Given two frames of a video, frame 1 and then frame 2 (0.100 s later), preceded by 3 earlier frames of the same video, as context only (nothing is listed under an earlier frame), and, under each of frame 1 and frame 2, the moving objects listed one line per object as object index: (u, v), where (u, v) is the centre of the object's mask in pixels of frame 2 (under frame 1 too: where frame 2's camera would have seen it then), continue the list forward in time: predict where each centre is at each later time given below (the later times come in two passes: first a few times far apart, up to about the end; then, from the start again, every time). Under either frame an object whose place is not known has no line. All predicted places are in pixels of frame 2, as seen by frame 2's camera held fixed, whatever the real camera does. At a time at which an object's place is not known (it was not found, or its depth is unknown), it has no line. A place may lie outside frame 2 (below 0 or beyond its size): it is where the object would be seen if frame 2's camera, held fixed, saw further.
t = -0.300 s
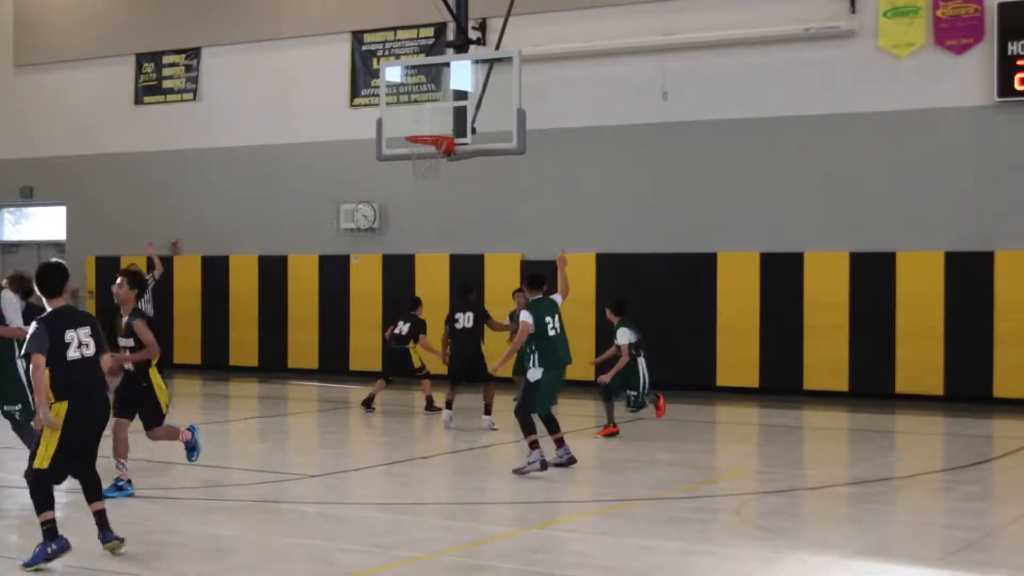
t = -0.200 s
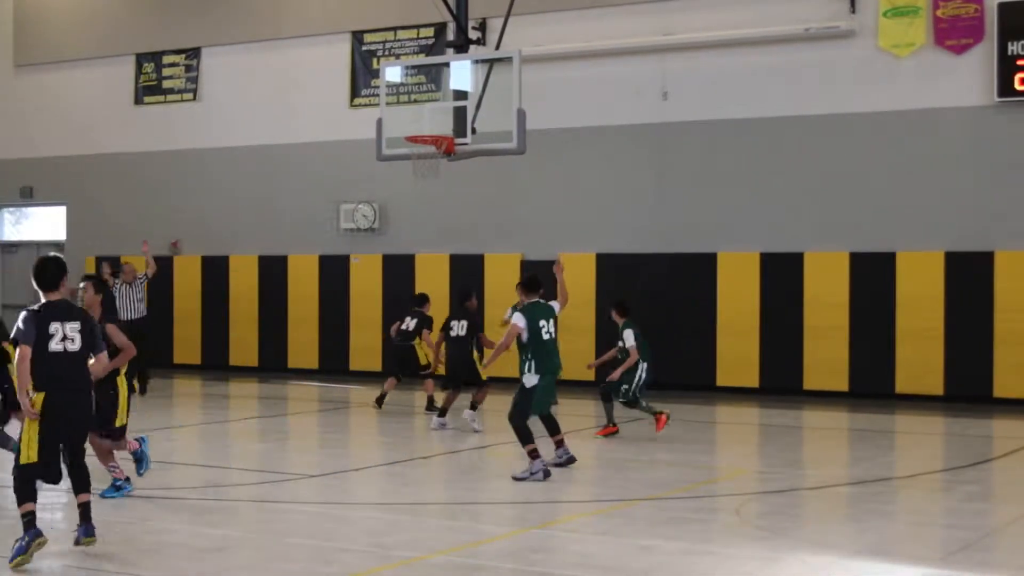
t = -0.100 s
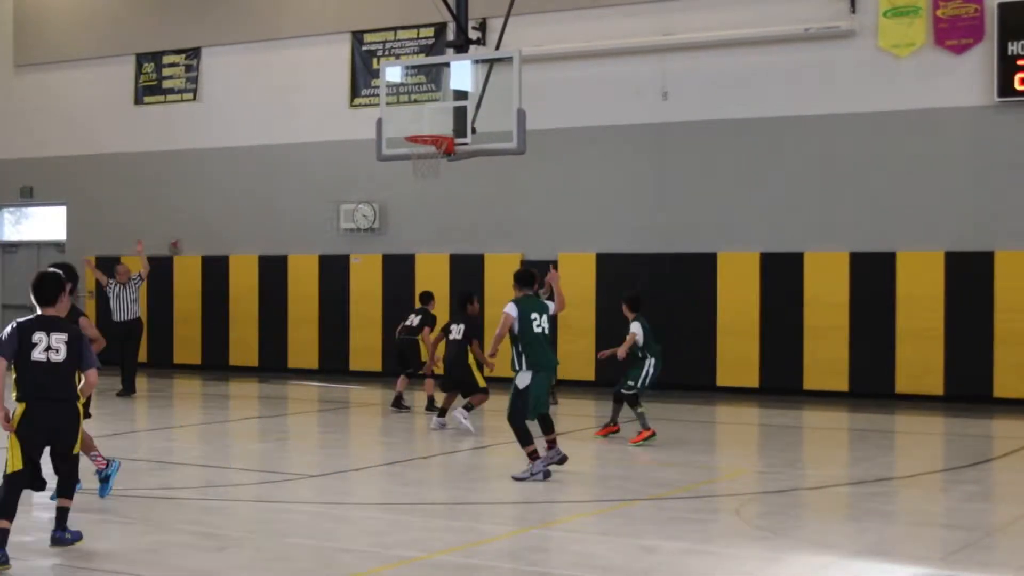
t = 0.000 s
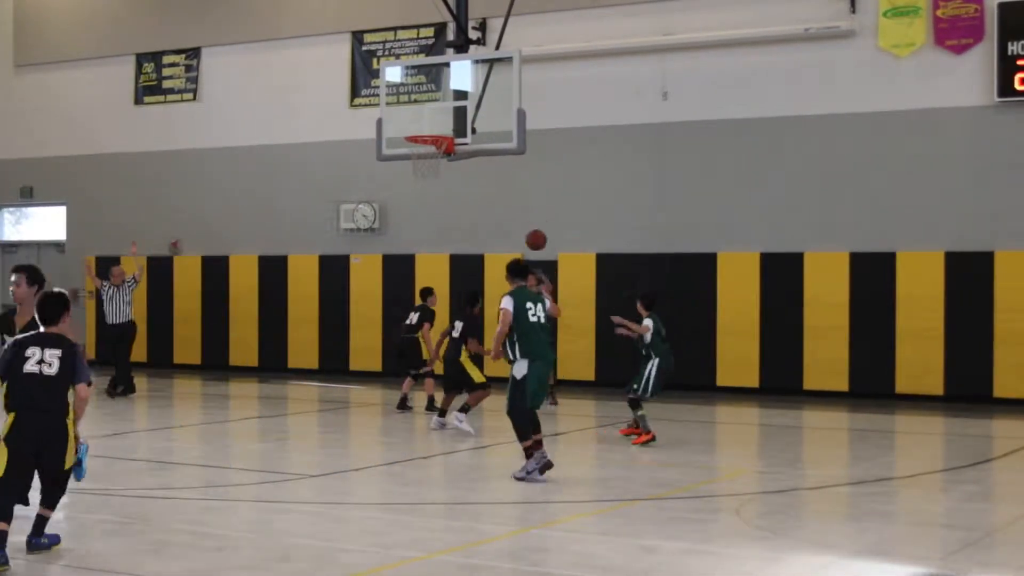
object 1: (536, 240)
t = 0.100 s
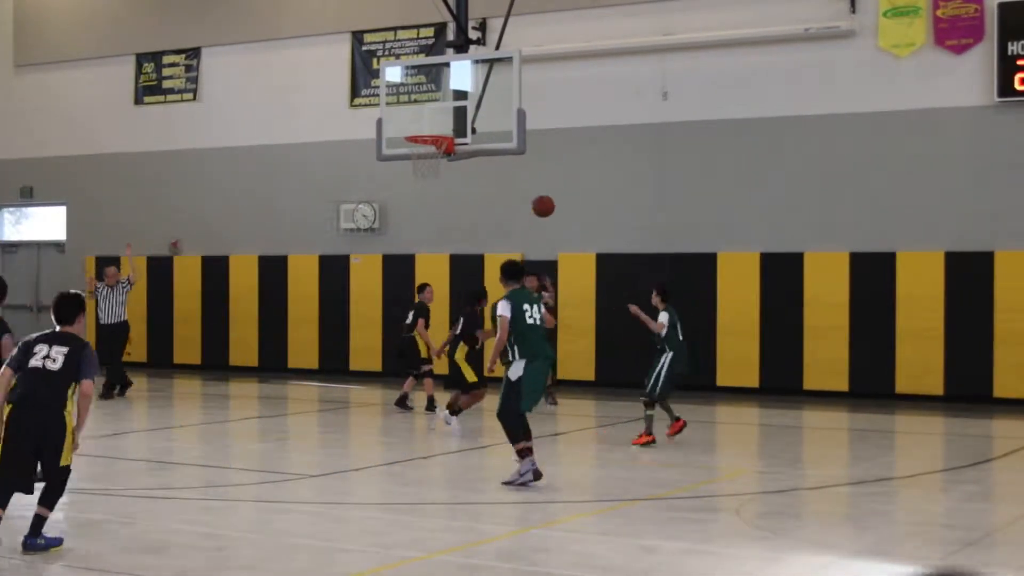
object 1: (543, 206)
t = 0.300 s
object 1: (560, 156)
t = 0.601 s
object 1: (592, 146)
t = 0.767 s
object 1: (617, 193)
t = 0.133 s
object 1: (546, 196)
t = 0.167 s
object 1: (549, 187)
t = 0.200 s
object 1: (551, 178)
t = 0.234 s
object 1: (554, 170)
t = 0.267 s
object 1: (557, 163)
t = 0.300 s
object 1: (560, 156)
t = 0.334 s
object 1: (563, 150)
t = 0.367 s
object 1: (566, 146)
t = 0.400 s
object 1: (570, 142)
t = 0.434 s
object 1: (573, 140)
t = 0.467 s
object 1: (577, 138)
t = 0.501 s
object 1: (580, 138)
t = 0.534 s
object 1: (584, 140)
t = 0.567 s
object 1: (588, 142)
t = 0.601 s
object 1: (592, 146)
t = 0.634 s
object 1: (597, 152)
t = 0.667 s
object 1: (601, 159)
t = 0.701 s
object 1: (606, 168)
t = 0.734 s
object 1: (611, 180)
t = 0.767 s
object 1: (617, 193)
